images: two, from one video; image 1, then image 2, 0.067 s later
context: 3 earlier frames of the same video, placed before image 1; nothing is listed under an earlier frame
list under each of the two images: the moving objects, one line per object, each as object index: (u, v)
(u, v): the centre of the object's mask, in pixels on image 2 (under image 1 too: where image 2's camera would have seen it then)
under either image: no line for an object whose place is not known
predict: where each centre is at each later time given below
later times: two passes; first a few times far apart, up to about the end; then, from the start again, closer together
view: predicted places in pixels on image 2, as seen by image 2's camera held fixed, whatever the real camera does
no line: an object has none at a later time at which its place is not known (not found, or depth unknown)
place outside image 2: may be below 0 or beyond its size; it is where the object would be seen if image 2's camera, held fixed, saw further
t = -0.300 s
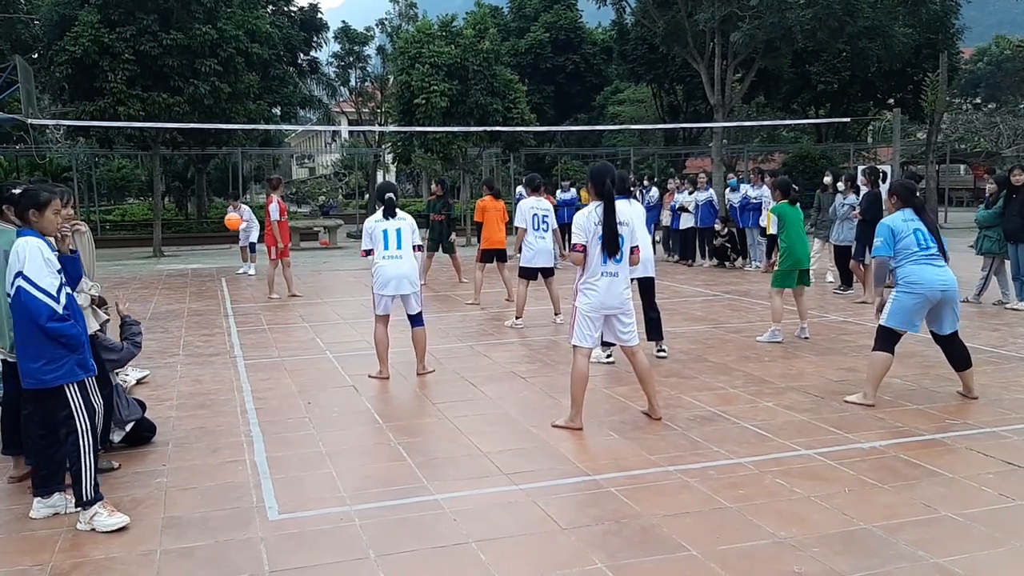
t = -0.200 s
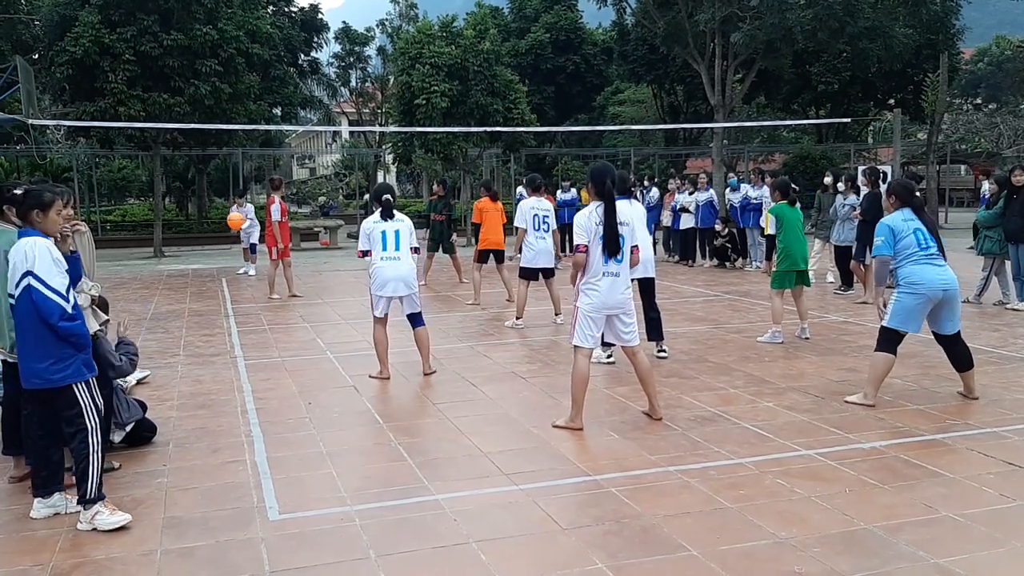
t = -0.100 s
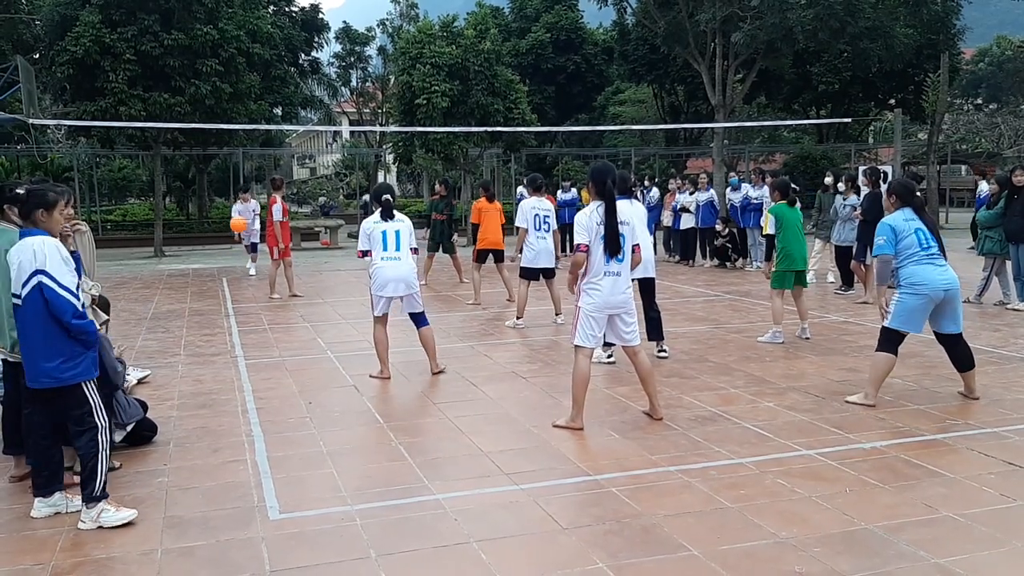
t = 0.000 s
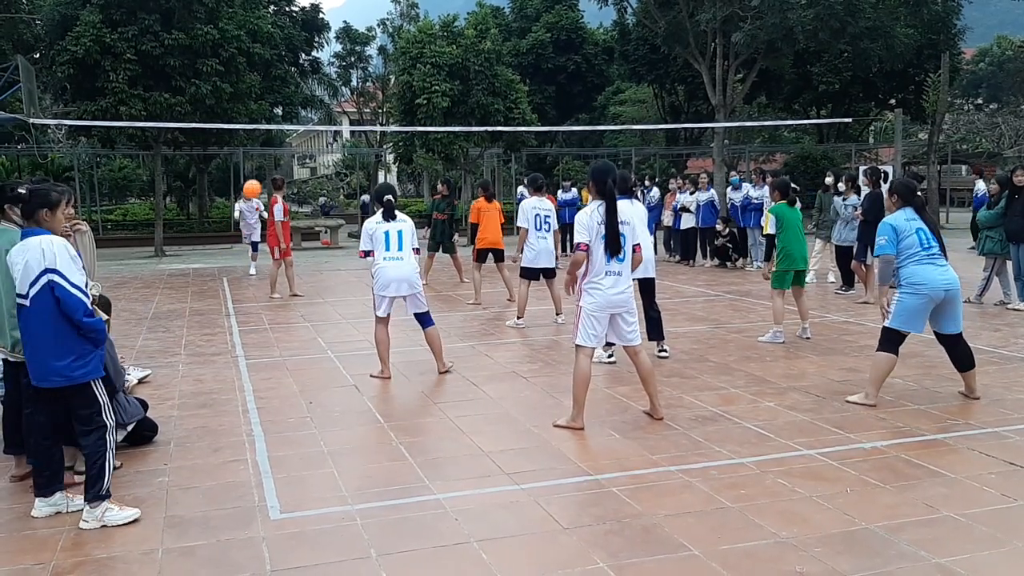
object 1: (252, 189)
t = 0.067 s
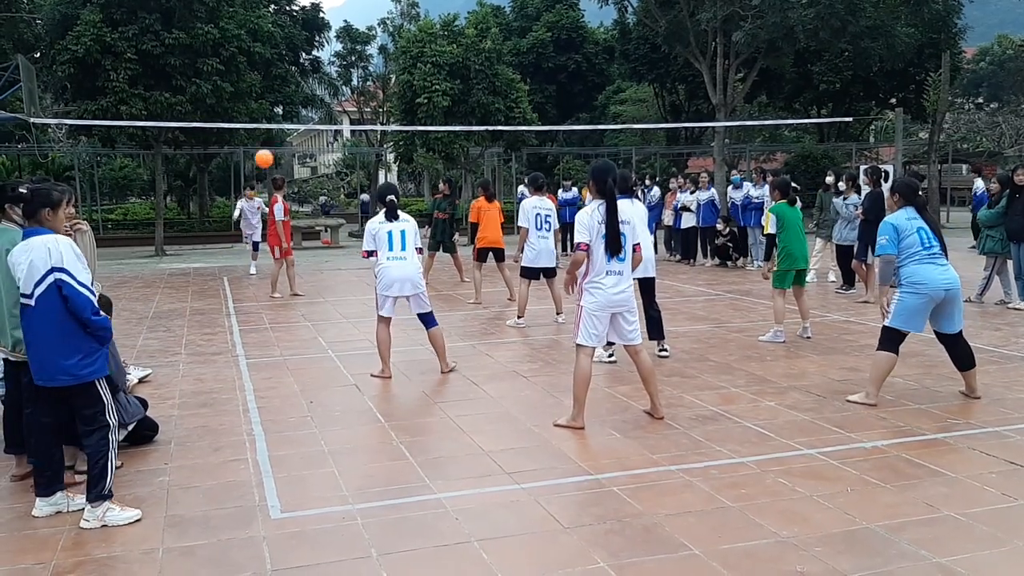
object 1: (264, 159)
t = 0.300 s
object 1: (303, 73)
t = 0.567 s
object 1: (354, 10)
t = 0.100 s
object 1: (269, 145)
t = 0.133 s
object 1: (275, 132)
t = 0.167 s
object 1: (280, 117)
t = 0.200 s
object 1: (286, 106)
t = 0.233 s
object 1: (291, 94)
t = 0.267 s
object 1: (297, 83)
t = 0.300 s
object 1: (303, 73)
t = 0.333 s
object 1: (308, 62)
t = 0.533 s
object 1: (347, 15)
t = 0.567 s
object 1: (354, 10)
